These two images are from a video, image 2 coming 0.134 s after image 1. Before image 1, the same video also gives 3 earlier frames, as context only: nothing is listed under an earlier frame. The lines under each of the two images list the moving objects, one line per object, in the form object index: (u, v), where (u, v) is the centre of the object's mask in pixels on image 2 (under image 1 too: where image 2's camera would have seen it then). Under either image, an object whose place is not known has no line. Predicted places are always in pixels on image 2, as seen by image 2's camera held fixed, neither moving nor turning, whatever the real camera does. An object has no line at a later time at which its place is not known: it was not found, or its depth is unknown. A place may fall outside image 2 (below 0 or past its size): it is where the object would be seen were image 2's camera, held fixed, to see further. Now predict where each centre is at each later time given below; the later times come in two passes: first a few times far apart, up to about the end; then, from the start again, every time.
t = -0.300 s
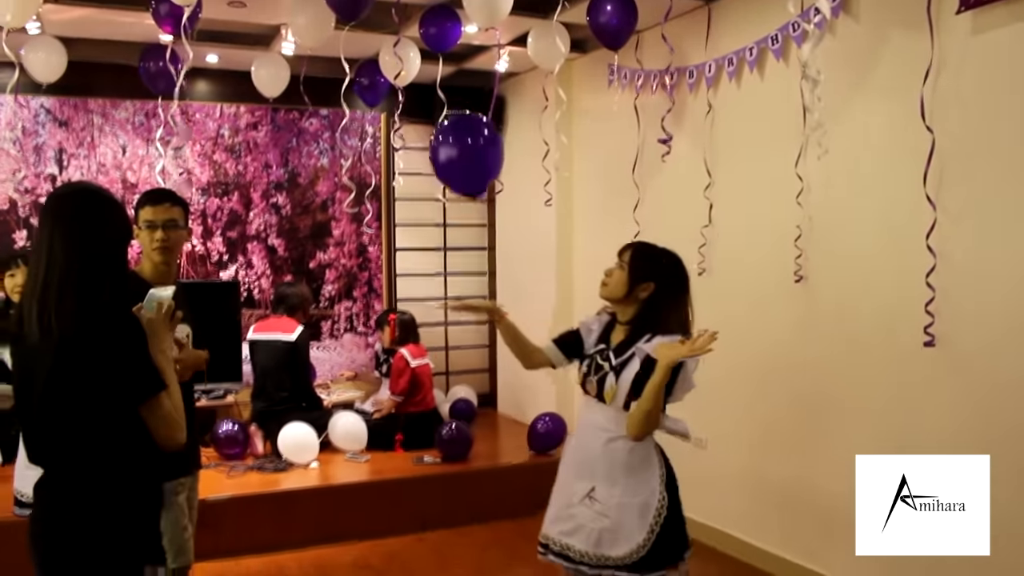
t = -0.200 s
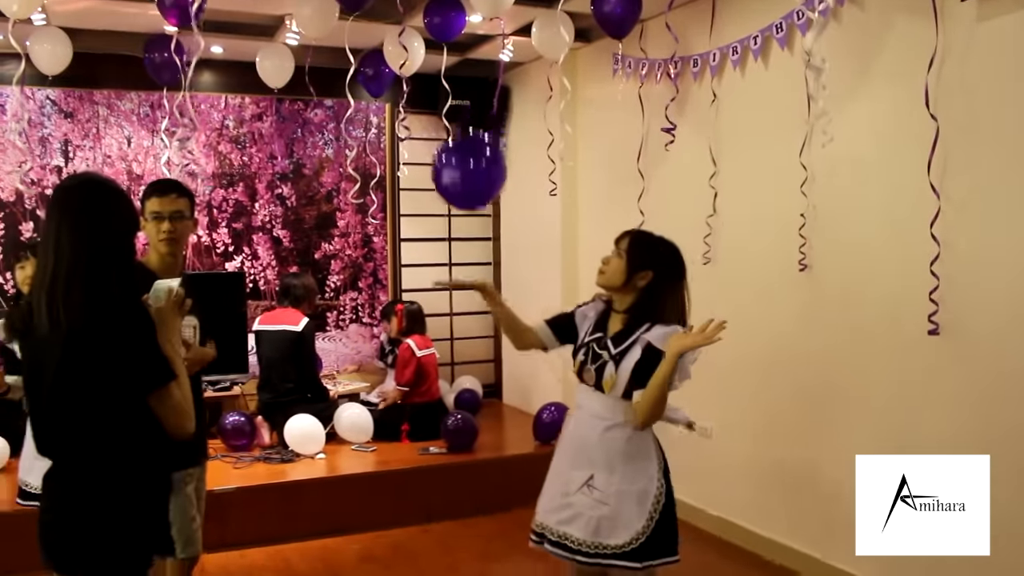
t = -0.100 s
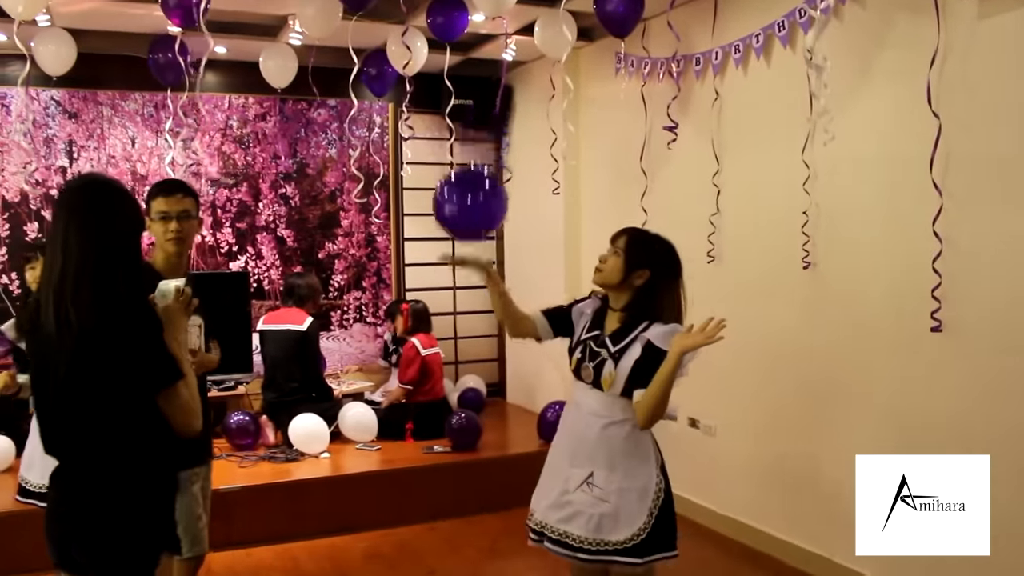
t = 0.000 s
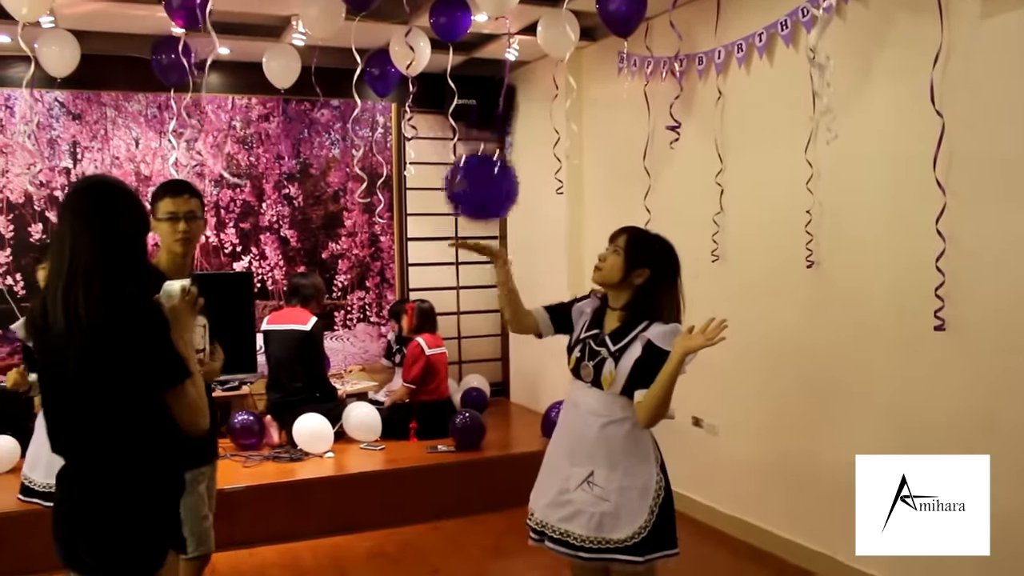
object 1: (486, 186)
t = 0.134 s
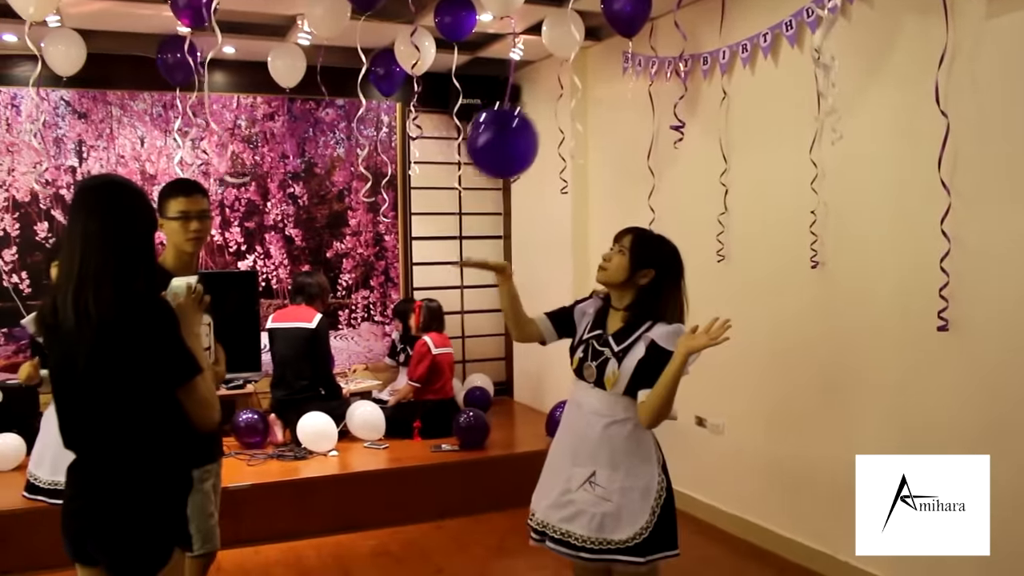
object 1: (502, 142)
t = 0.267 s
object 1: (515, 113)
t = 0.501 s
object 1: (532, 90)
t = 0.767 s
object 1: (547, 109)
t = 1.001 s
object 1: (554, 157)
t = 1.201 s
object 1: (555, 215)
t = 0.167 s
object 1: (505, 133)
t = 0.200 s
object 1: (509, 126)
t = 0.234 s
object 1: (512, 119)
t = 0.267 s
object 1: (515, 113)
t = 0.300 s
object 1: (518, 107)
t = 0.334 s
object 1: (521, 102)
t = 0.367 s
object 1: (523, 98)
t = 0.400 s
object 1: (526, 95)
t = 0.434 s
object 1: (528, 93)
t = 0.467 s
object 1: (530, 91)
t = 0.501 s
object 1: (532, 90)
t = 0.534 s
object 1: (534, 89)
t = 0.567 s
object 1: (536, 90)
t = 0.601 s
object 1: (538, 91)
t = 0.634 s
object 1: (540, 93)
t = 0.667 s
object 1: (542, 96)
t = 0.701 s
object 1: (544, 99)
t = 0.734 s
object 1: (545, 104)
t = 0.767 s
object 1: (547, 109)
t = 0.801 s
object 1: (548, 114)
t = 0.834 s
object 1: (549, 119)
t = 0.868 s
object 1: (550, 126)
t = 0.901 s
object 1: (551, 133)
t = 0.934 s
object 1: (552, 140)
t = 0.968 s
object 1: (553, 148)
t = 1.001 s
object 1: (554, 157)
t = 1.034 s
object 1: (554, 165)
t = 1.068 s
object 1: (554, 175)
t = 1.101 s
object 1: (555, 184)
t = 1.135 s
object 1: (555, 195)
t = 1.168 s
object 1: (555, 205)
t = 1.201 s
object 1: (555, 215)
